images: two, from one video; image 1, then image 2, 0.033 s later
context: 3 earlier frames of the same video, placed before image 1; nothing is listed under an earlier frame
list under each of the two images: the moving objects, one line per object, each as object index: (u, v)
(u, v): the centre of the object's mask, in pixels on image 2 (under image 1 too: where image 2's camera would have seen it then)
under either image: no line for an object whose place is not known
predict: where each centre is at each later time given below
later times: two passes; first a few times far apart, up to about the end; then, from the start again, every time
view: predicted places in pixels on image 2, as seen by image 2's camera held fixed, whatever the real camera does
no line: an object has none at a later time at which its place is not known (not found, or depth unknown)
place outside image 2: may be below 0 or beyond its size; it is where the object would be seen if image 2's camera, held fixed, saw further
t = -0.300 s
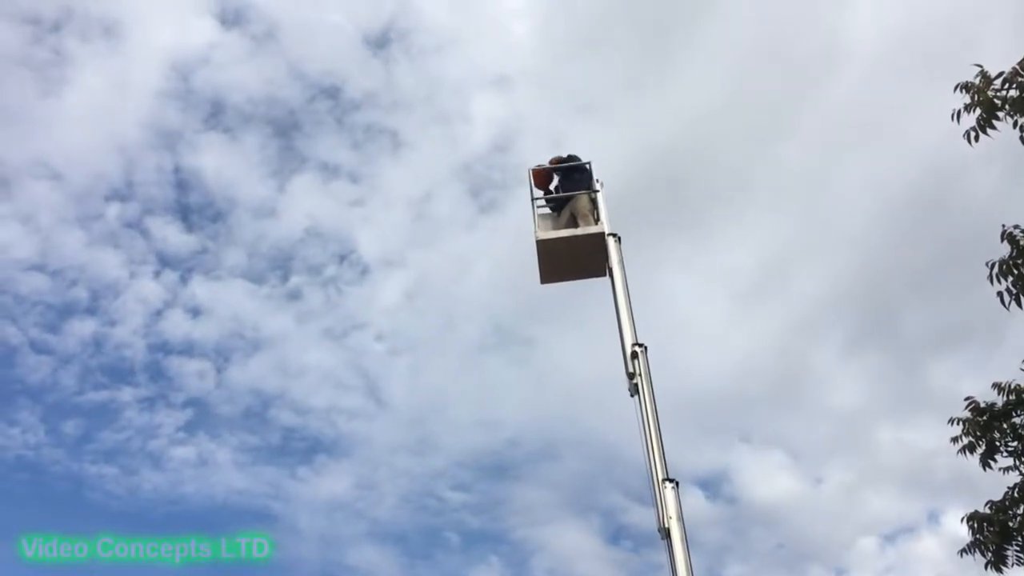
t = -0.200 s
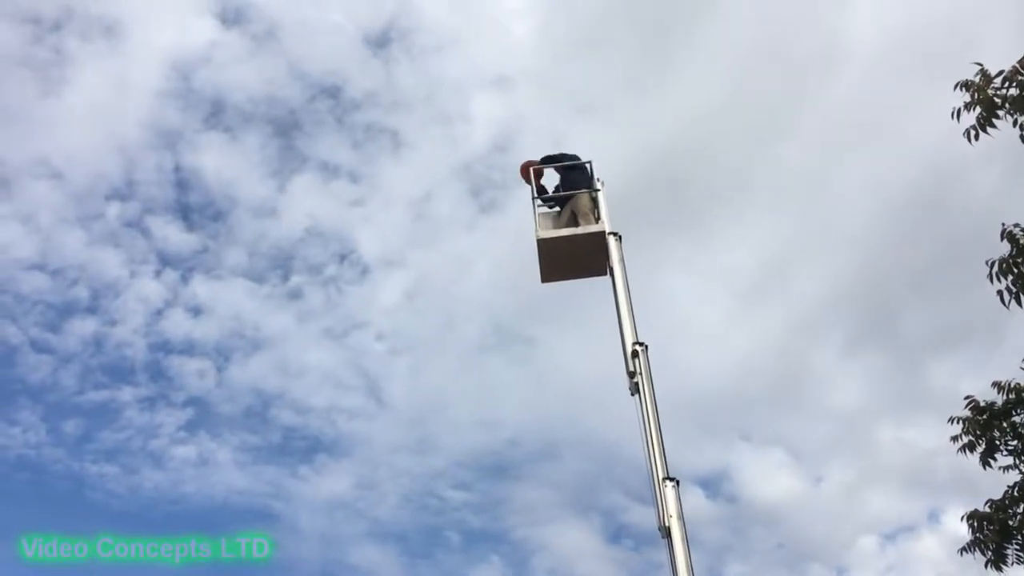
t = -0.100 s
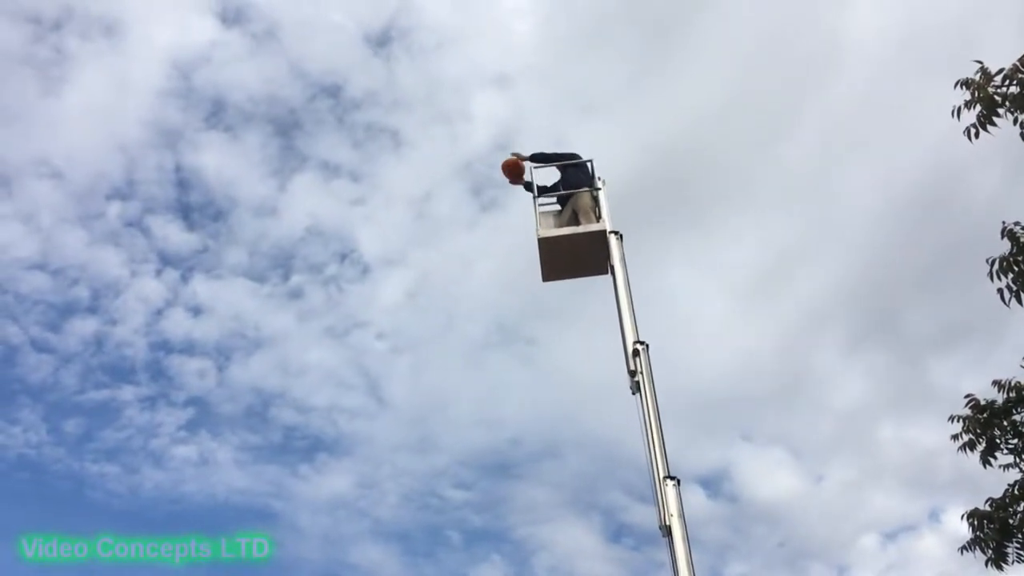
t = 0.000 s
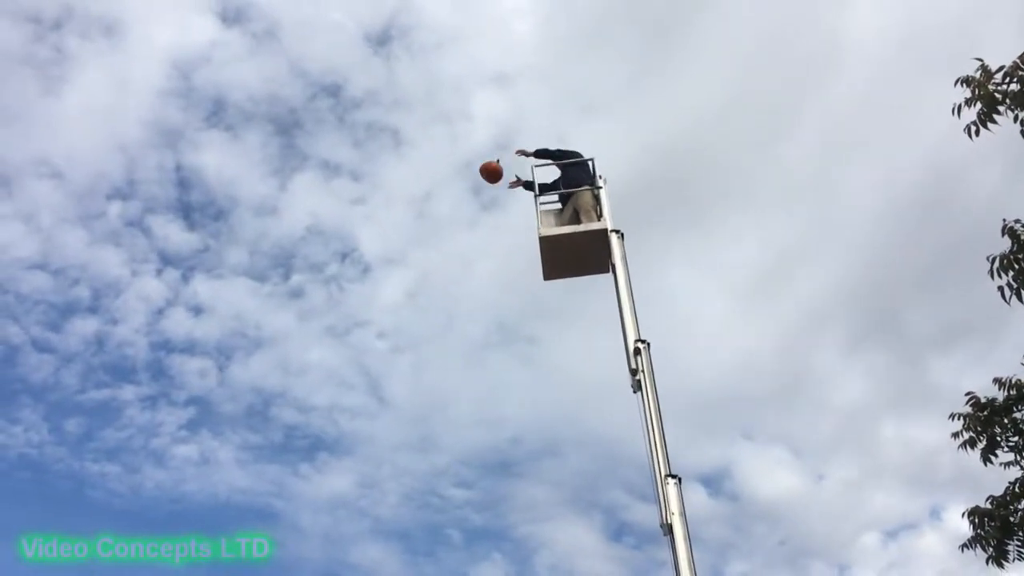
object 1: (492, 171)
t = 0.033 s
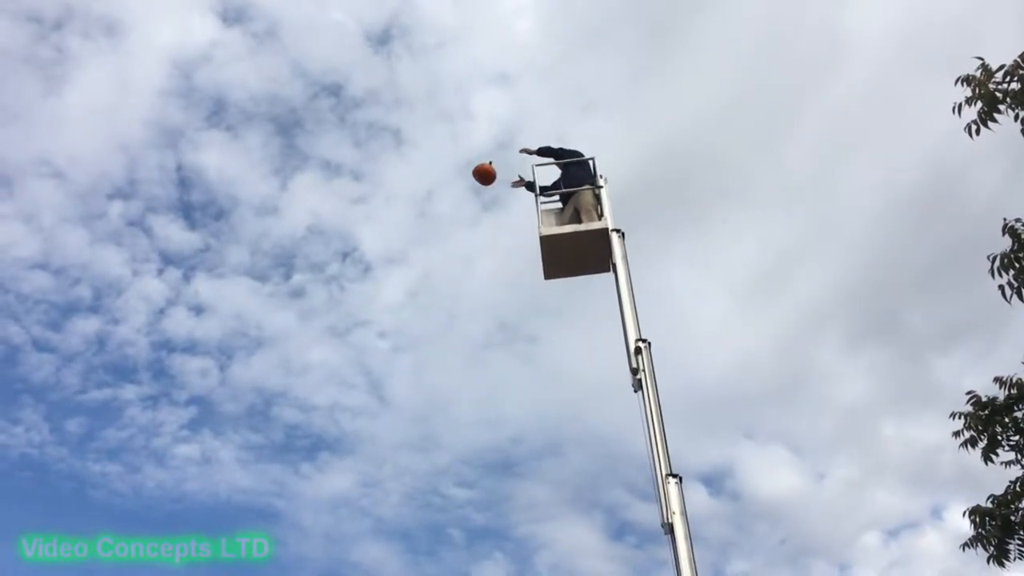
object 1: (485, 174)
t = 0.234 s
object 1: (439, 204)
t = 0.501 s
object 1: (370, 291)
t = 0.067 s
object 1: (477, 177)
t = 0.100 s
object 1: (470, 181)
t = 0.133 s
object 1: (462, 186)
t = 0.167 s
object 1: (454, 191)
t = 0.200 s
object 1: (447, 197)
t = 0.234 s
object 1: (439, 204)
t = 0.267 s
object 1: (431, 211)
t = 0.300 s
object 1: (423, 220)
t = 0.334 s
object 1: (415, 230)
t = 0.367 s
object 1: (406, 240)
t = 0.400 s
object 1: (398, 251)
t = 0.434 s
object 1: (389, 263)
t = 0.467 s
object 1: (379, 277)
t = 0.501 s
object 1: (370, 291)
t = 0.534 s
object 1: (359, 308)
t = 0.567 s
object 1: (348, 325)
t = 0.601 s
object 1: (338, 344)
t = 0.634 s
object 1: (326, 365)
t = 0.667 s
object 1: (314, 387)
